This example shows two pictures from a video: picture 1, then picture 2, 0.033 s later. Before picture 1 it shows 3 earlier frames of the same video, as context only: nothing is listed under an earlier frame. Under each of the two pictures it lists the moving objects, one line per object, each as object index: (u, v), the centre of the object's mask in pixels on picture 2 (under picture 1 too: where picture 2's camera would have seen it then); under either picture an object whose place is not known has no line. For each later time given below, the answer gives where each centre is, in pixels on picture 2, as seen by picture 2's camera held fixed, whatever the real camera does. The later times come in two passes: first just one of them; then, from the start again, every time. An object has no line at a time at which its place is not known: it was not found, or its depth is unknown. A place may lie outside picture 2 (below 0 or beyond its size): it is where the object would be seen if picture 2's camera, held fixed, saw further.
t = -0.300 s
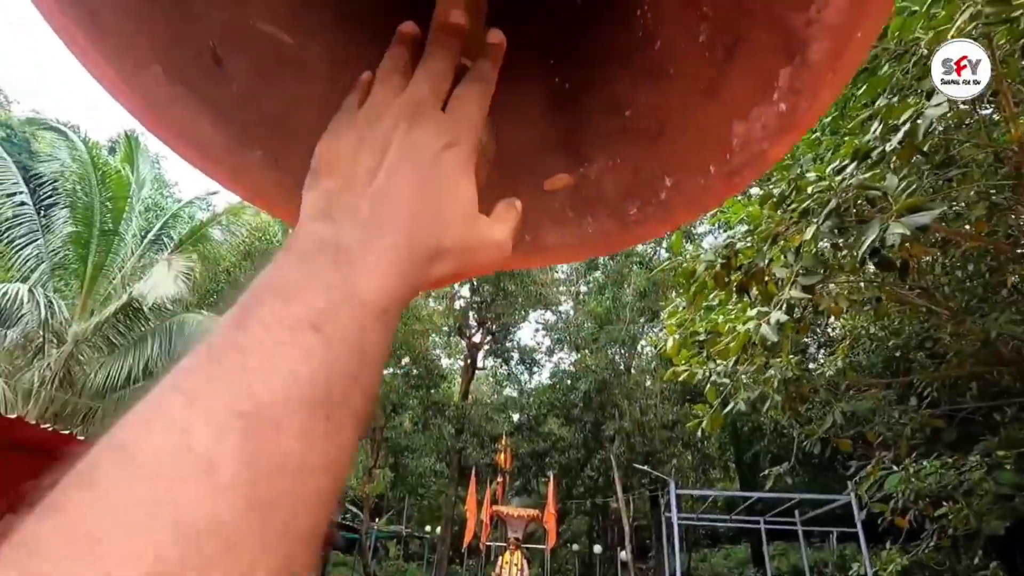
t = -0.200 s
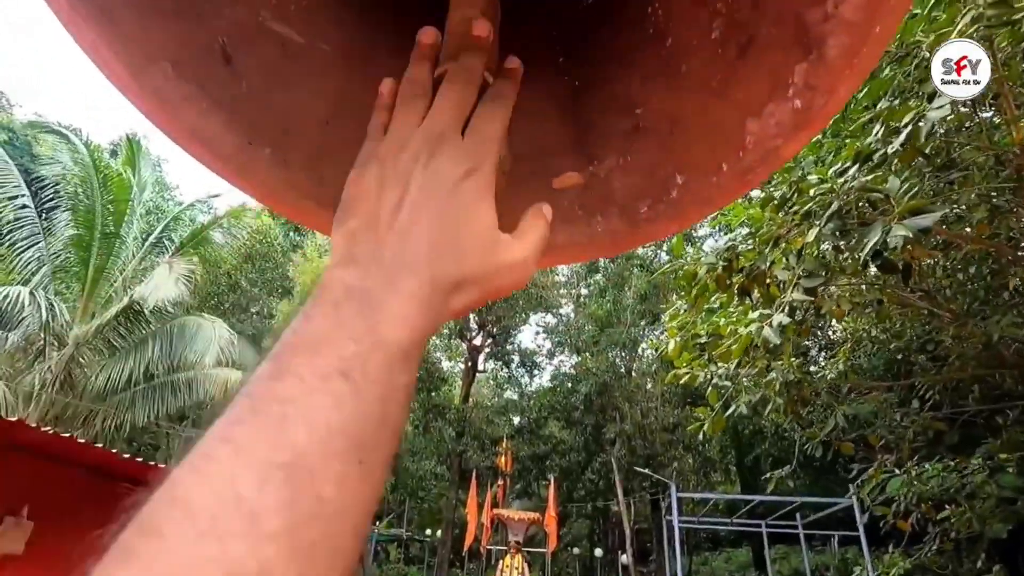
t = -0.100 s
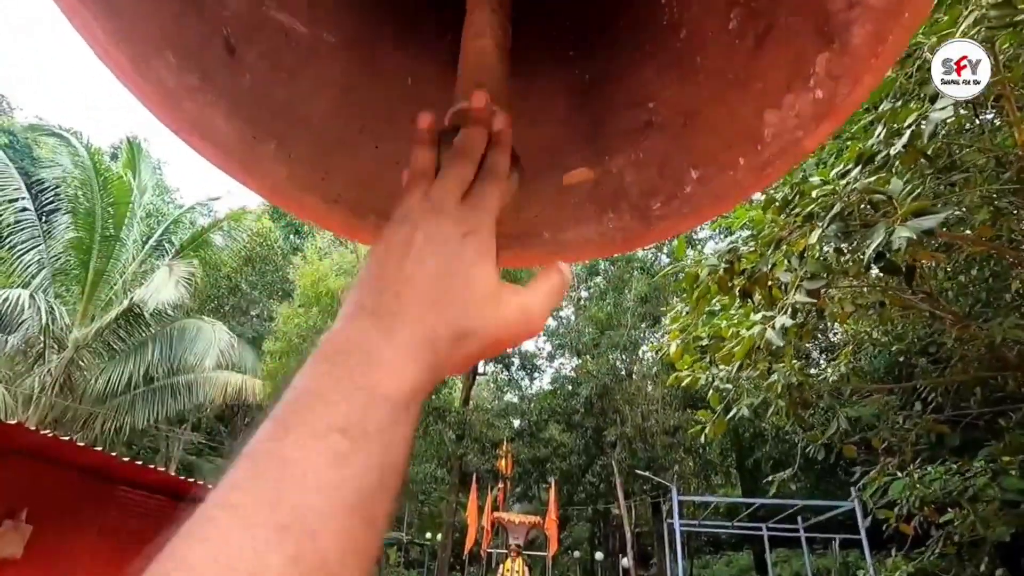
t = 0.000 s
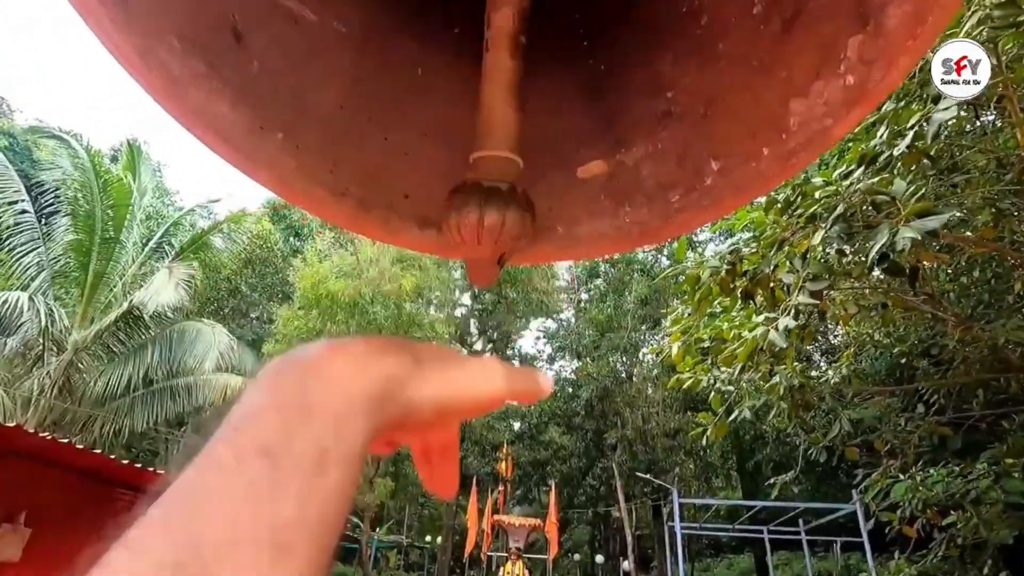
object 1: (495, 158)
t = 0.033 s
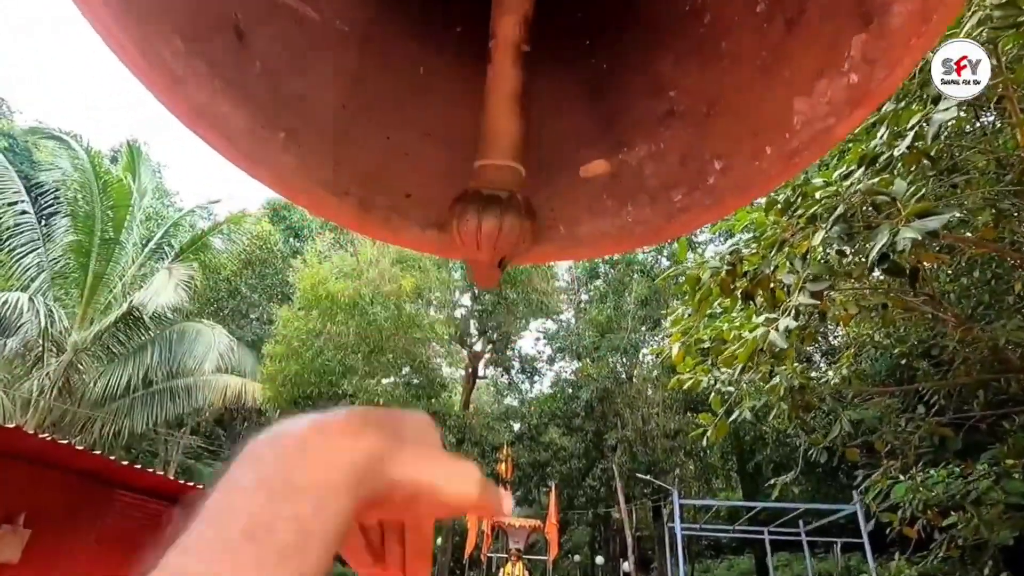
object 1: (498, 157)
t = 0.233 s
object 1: (528, 150)
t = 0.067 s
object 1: (501, 154)
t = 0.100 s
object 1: (504, 153)
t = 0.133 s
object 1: (509, 152)
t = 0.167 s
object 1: (514, 151)
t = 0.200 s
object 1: (520, 151)
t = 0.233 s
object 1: (528, 150)
